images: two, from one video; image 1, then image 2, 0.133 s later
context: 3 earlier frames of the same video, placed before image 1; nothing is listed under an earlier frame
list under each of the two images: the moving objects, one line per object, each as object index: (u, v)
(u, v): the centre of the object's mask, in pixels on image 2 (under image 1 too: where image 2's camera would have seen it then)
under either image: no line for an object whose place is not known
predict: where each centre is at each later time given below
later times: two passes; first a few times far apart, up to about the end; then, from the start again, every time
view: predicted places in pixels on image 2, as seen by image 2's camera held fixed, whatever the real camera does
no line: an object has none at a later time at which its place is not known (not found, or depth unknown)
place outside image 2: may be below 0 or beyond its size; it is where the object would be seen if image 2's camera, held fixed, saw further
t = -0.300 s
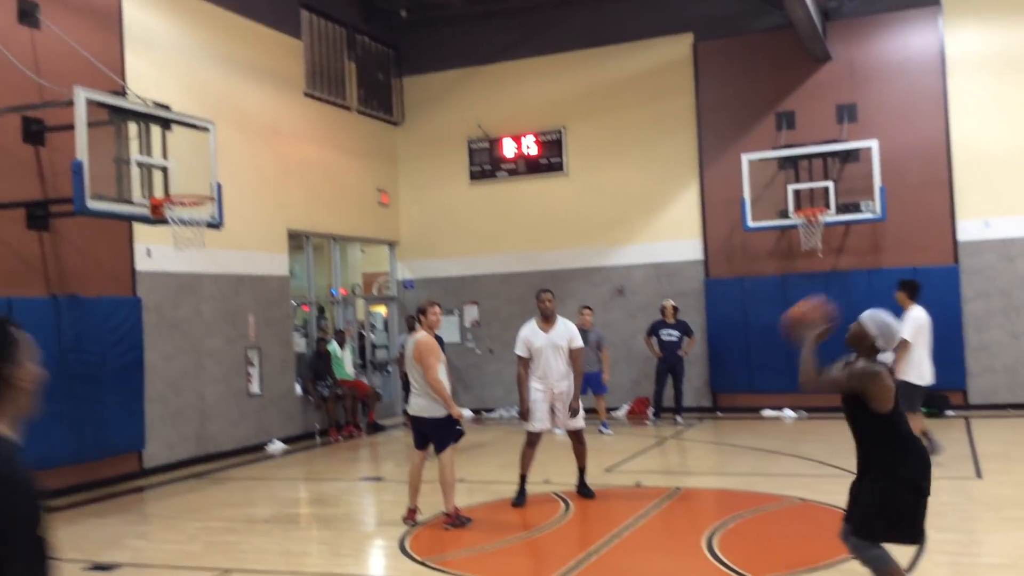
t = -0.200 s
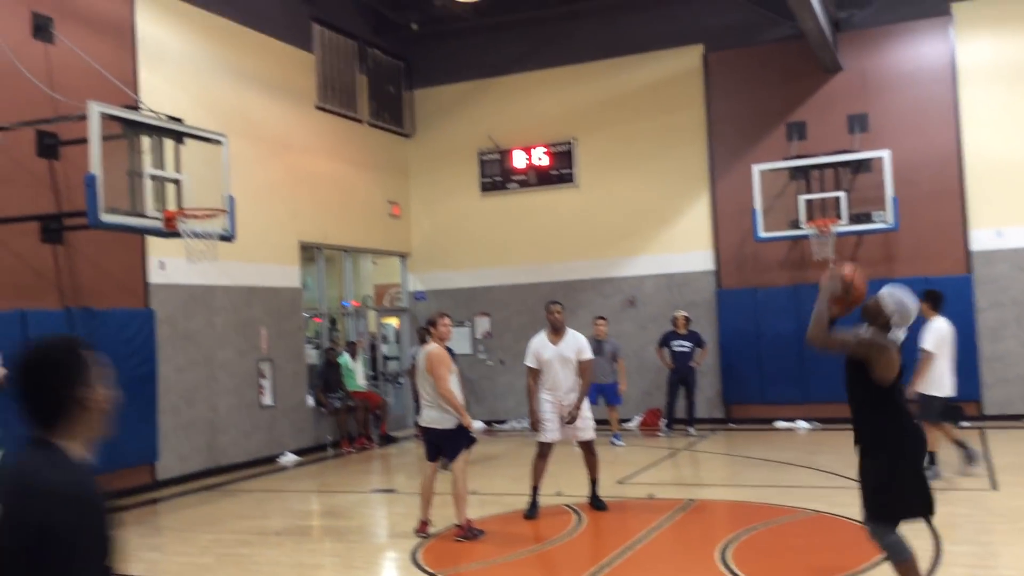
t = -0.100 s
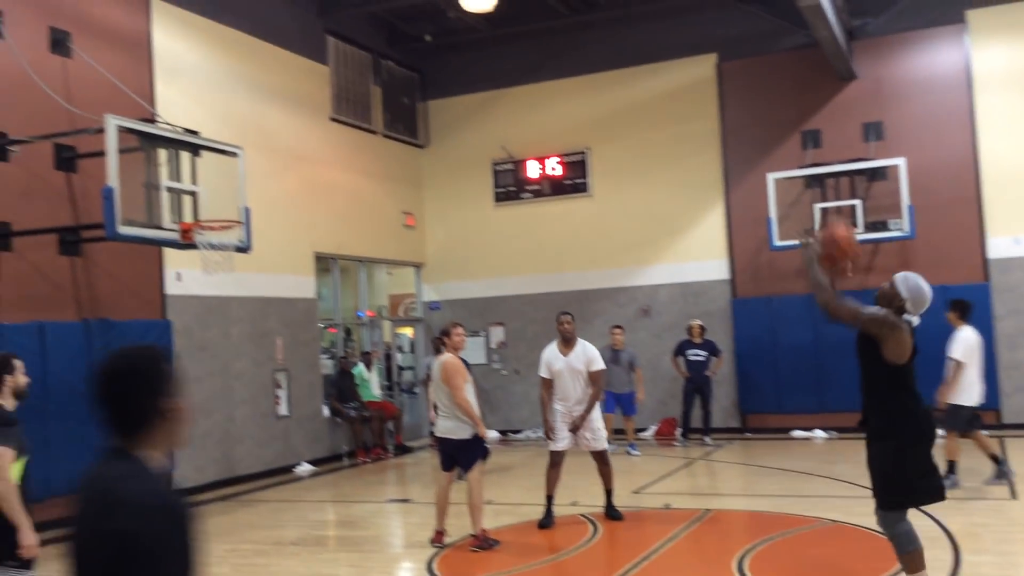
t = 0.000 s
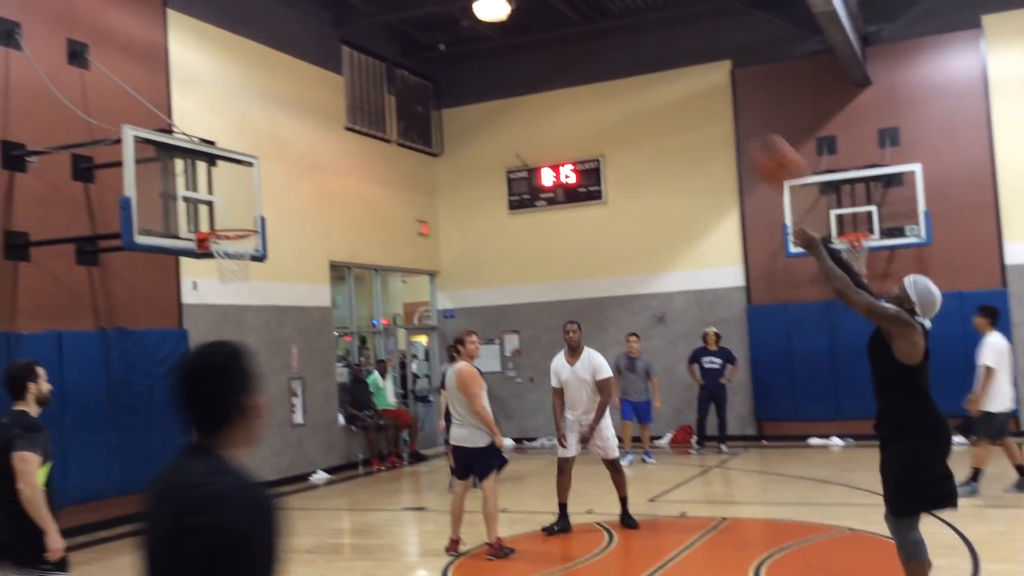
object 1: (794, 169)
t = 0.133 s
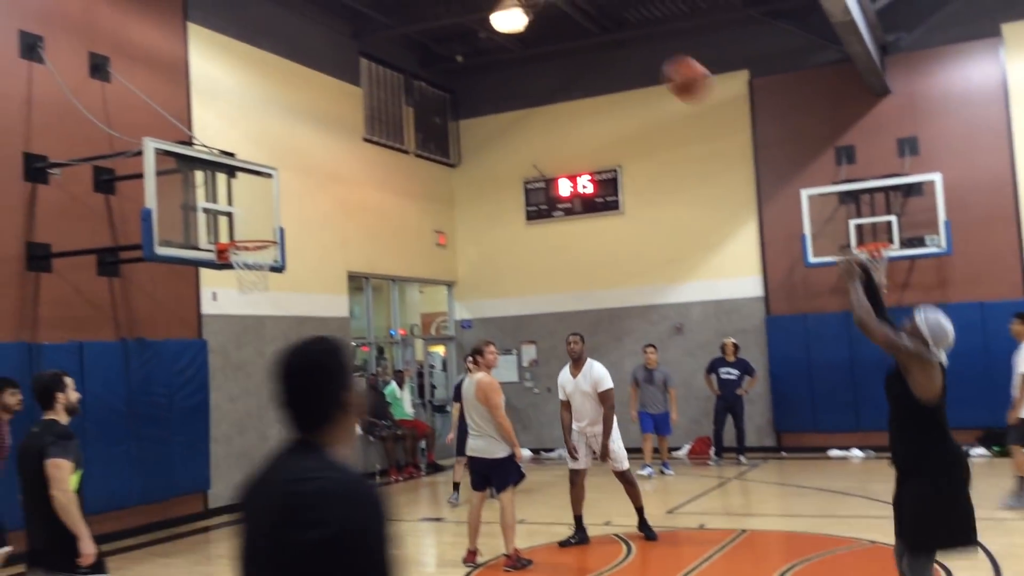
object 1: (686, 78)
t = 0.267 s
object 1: (599, 25)
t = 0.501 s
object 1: (477, 0)
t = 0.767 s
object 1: (374, 48)
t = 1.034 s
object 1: (296, 163)
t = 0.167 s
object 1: (664, 61)
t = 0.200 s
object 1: (642, 48)
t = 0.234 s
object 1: (620, 35)
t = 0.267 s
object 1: (599, 25)
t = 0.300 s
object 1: (579, 16)
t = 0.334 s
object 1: (562, 10)
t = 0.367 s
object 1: (543, 5)
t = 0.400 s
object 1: (528, 0)
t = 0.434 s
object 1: (505, -2)
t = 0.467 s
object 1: (490, -2)
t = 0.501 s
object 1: (477, 0)
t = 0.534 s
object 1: (460, 1)
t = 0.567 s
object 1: (448, 4)
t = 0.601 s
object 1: (433, 9)
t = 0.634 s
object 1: (420, 14)
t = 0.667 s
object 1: (408, 21)
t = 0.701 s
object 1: (397, 30)
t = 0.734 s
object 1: (385, 39)
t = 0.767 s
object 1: (374, 48)
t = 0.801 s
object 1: (362, 60)
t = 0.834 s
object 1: (356, 72)
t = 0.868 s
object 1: (342, 85)
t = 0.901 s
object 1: (336, 99)
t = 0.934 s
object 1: (324, 114)
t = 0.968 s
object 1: (316, 130)
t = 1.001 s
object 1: (305, 146)
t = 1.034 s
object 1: (296, 163)
